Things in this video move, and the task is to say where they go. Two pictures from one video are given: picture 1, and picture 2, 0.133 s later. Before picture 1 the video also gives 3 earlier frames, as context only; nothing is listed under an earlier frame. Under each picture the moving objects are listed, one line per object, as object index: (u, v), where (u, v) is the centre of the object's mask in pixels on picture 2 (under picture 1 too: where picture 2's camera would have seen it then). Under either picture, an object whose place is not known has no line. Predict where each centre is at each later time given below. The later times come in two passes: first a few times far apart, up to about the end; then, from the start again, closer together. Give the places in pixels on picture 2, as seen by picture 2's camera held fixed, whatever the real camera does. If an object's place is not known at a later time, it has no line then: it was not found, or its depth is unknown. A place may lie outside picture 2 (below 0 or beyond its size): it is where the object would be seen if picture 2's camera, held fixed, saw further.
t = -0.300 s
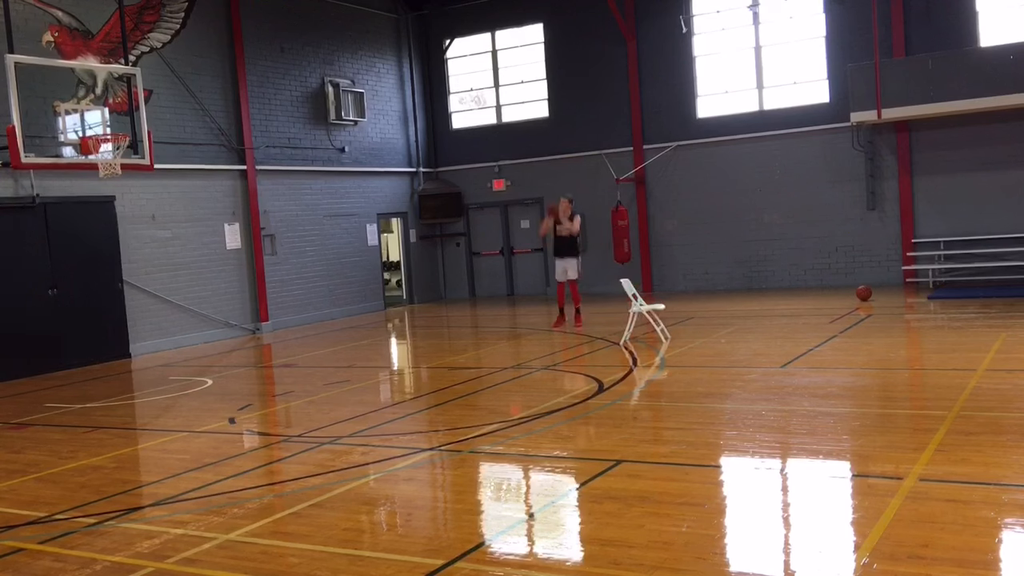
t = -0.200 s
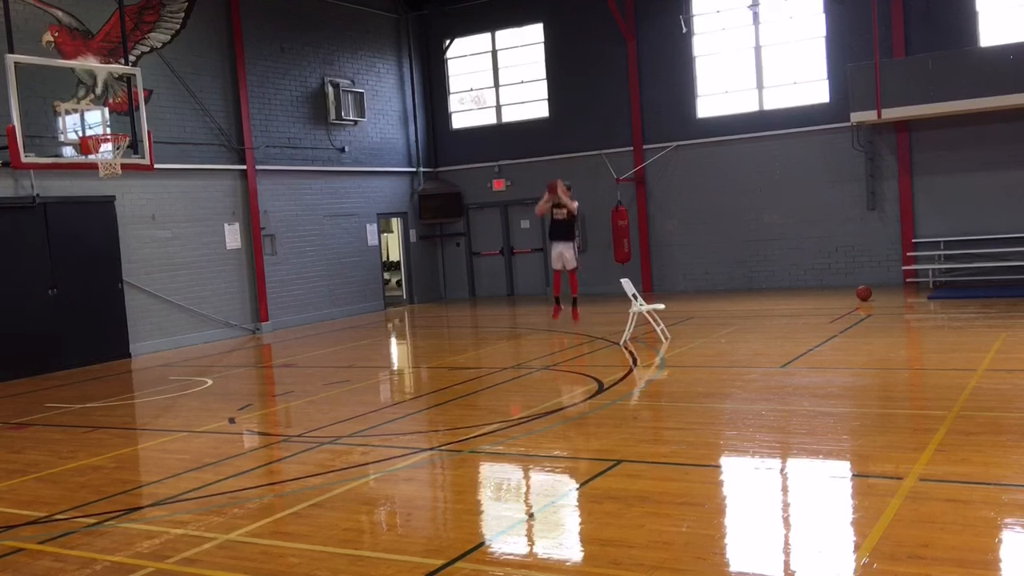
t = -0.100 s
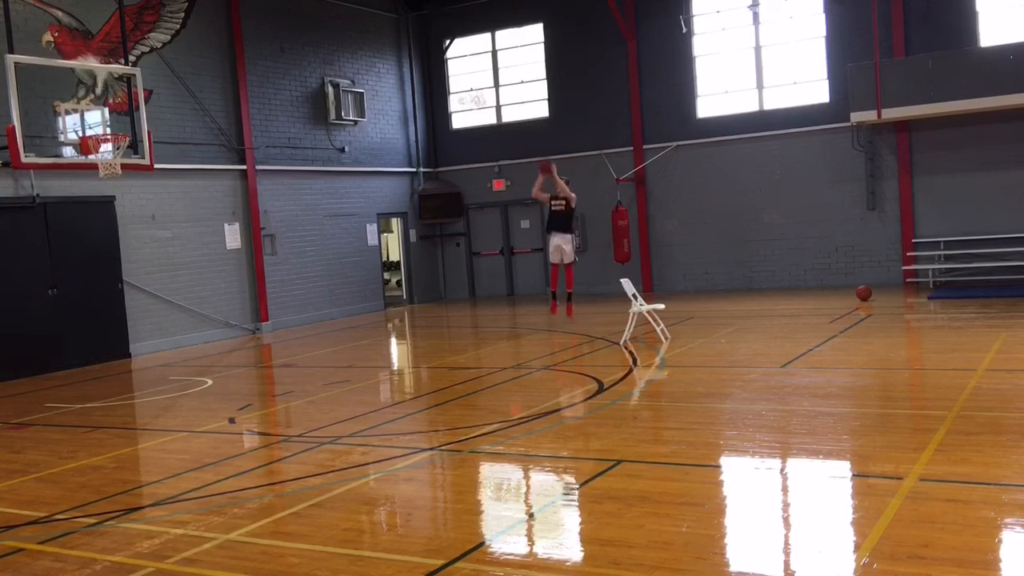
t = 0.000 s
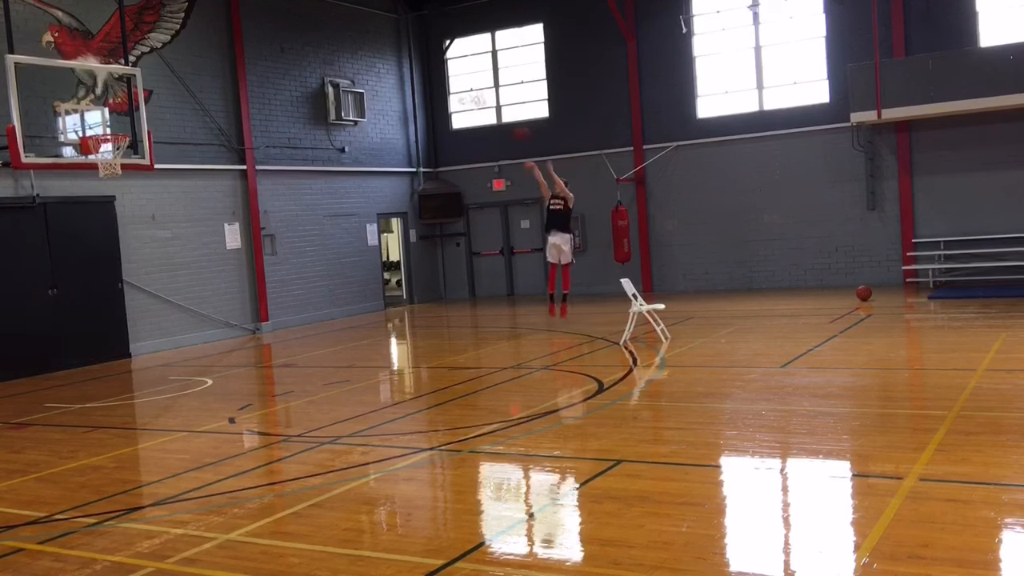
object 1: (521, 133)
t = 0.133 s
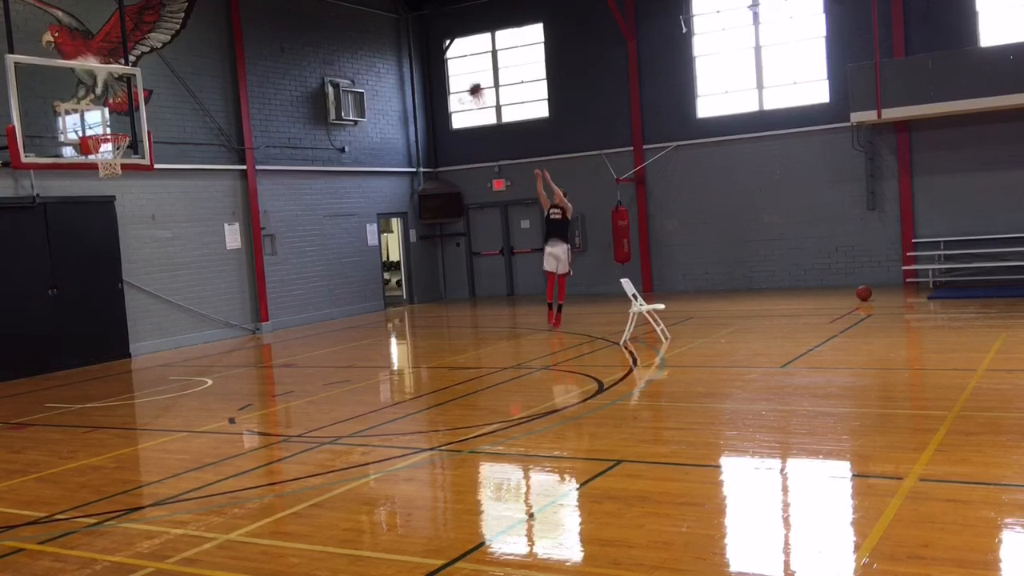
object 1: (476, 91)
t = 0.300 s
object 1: (418, 50)
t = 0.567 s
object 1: (321, 25)
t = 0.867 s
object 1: (207, 58)
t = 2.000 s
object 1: (99, 260)
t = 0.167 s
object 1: (463, 80)
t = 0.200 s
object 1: (452, 71)
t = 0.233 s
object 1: (439, 63)
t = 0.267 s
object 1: (429, 56)
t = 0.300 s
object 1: (418, 50)
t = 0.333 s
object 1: (405, 43)
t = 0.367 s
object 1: (394, 39)
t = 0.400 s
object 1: (383, 34)
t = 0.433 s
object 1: (370, 30)
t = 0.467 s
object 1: (357, 28)
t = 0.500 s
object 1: (346, 26)
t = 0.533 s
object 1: (334, 25)
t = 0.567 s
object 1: (321, 25)
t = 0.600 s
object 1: (309, 25)
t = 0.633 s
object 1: (296, 26)
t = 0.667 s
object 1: (283, 28)
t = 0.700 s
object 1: (272, 30)
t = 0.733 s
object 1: (259, 33)
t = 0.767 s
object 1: (246, 37)
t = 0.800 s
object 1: (233, 41)
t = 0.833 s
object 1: (220, 50)
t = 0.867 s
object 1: (207, 58)
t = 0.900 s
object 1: (195, 65)
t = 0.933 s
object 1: (181, 75)
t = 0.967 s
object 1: (167, 86)
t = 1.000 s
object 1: (156, 97)
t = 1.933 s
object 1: (103, 234)
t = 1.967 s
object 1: (101, 245)
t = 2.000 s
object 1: (99, 260)
